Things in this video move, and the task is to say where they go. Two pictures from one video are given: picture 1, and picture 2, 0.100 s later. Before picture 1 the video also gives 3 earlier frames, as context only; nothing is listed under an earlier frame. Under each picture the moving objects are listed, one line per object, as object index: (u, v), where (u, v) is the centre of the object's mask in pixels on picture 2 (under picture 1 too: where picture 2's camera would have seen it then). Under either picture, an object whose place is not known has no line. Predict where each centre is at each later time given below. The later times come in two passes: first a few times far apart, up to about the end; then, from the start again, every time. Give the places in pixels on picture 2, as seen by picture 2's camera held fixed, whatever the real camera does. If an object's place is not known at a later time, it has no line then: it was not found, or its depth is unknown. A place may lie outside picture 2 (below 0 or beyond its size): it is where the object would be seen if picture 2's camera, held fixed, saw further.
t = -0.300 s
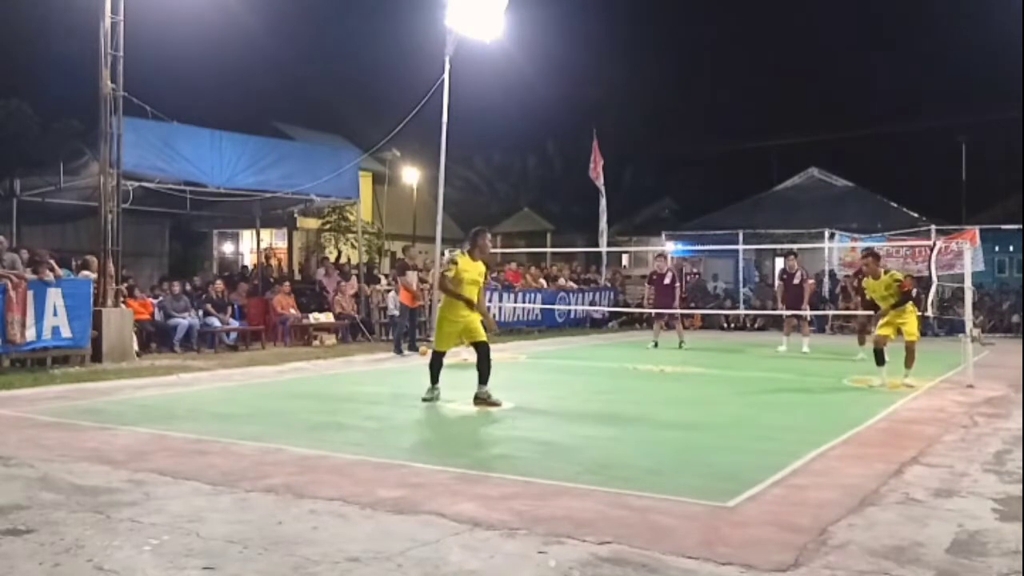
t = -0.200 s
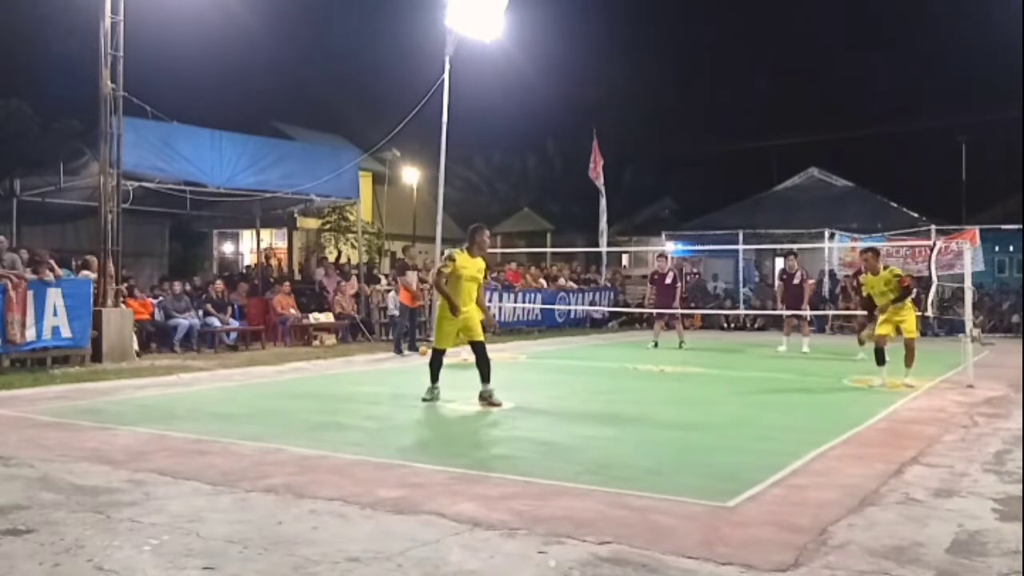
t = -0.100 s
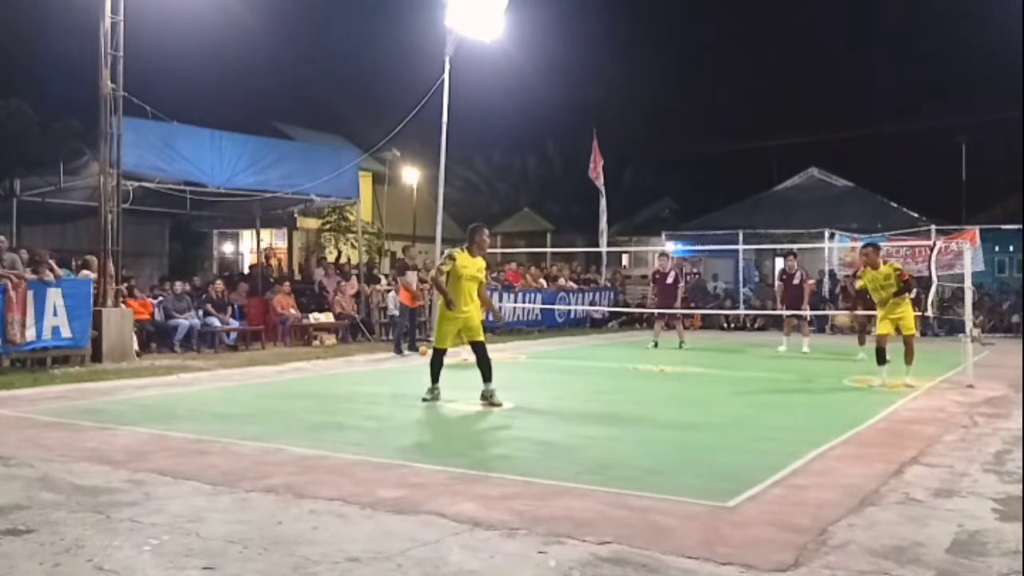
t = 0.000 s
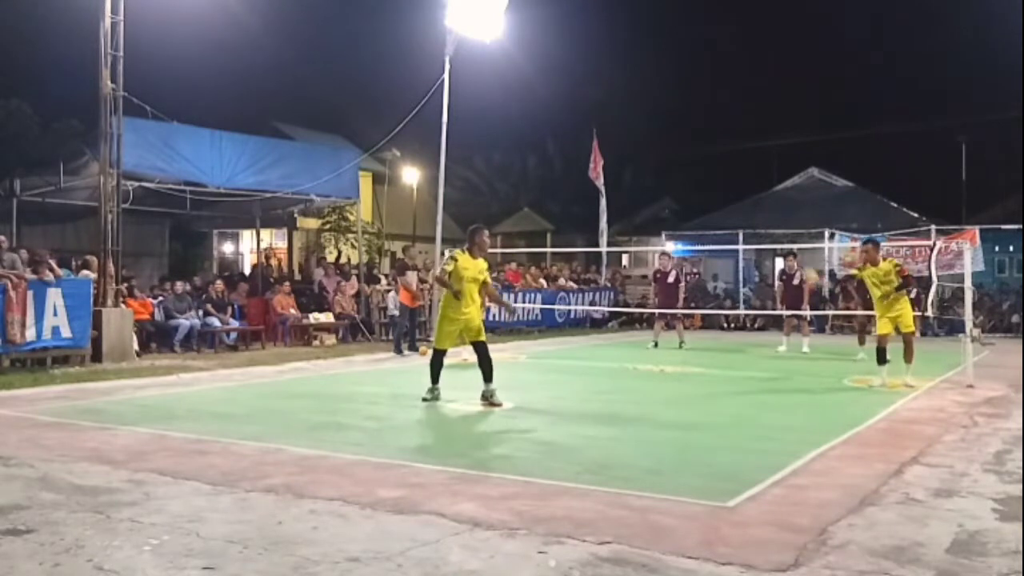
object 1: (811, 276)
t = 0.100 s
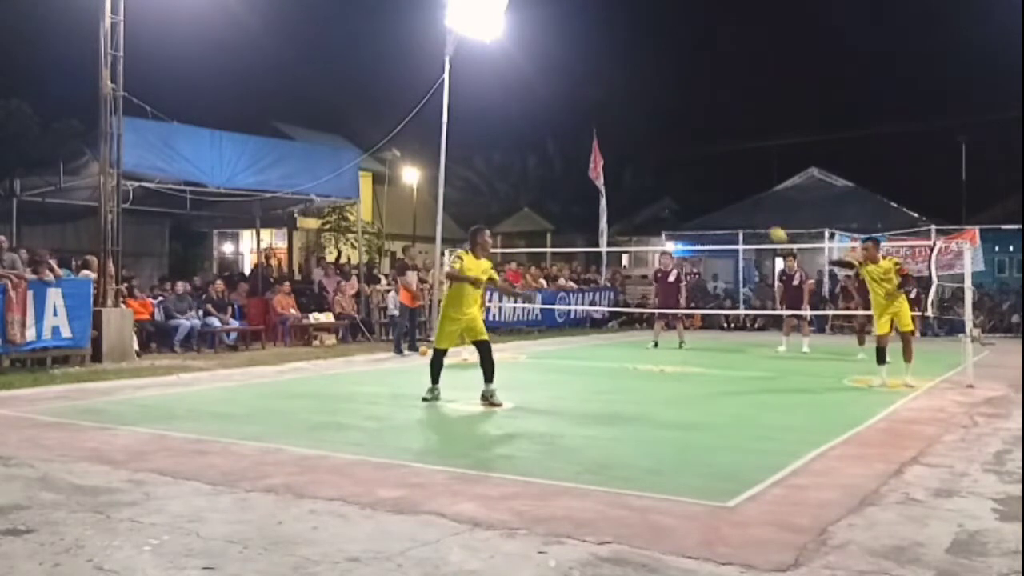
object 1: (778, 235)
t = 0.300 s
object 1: (712, 180)
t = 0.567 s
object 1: (614, 164)
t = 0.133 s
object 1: (767, 223)
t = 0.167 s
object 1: (757, 213)
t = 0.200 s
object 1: (745, 203)
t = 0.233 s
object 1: (734, 194)
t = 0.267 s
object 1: (723, 186)
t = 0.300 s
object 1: (712, 180)
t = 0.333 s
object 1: (700, 174)
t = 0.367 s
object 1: (688, 169)
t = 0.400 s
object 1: (676, 165)
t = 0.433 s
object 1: (664, 163)
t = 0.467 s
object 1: (652, 161)
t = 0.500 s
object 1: (640, 161)
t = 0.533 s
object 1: (627, 162)
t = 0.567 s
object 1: (614, 164)
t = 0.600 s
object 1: (606, 166)
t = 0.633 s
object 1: (588, 173)
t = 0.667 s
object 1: (574, 179)
